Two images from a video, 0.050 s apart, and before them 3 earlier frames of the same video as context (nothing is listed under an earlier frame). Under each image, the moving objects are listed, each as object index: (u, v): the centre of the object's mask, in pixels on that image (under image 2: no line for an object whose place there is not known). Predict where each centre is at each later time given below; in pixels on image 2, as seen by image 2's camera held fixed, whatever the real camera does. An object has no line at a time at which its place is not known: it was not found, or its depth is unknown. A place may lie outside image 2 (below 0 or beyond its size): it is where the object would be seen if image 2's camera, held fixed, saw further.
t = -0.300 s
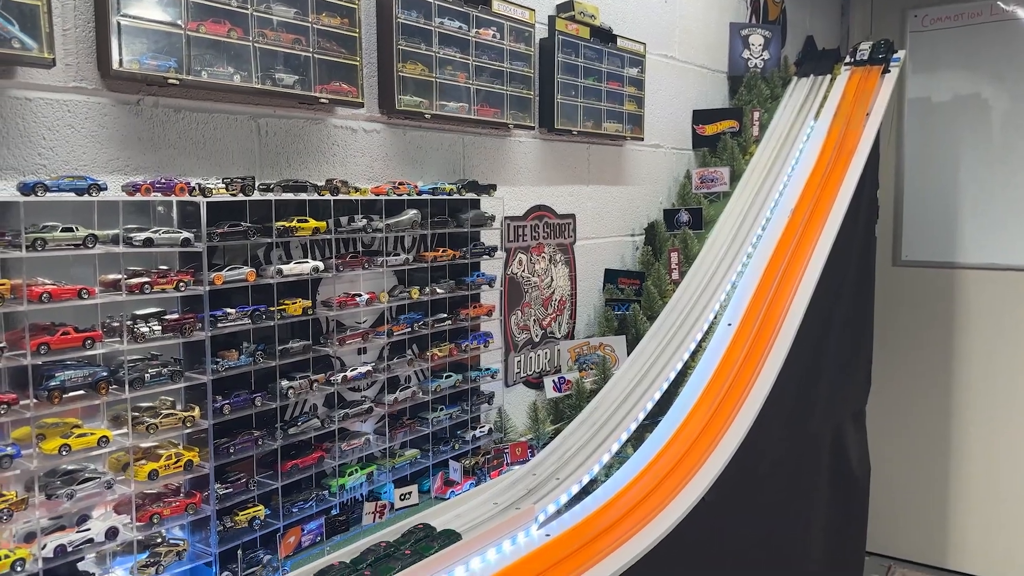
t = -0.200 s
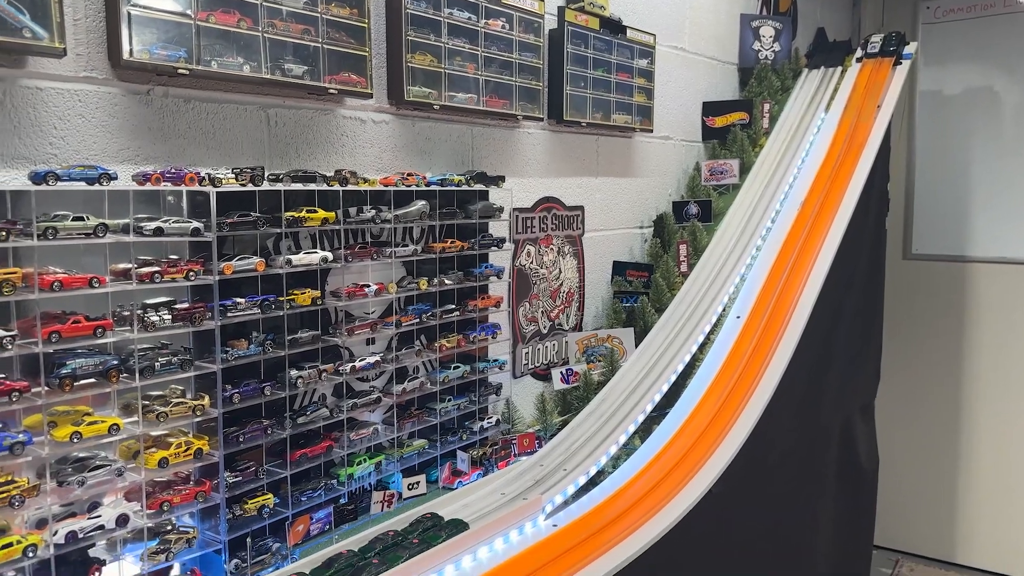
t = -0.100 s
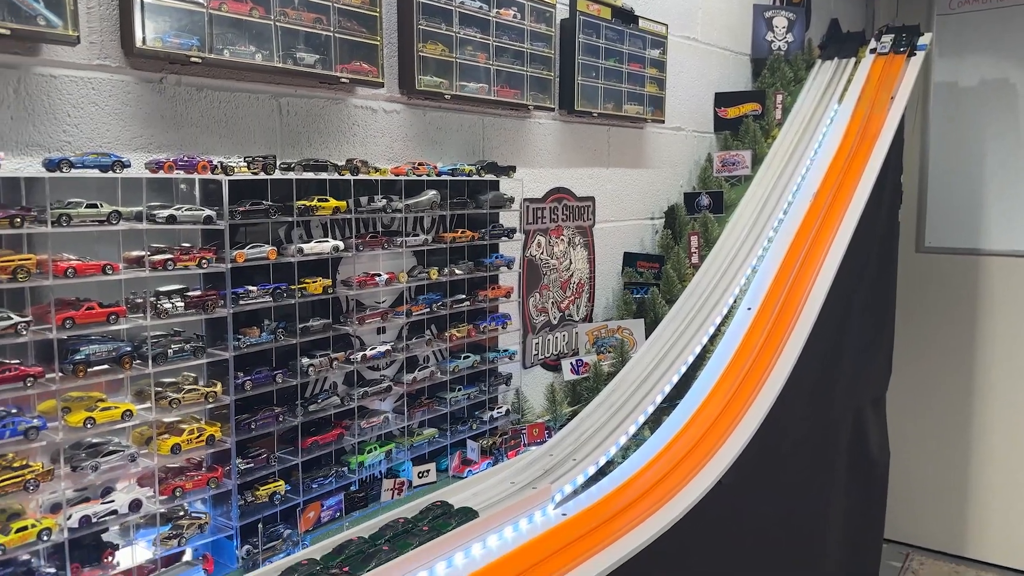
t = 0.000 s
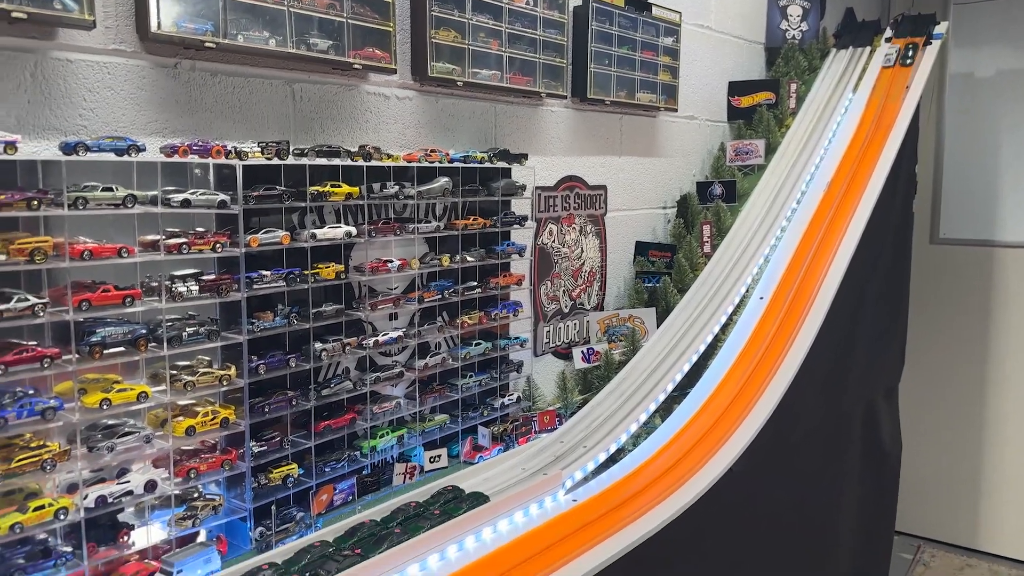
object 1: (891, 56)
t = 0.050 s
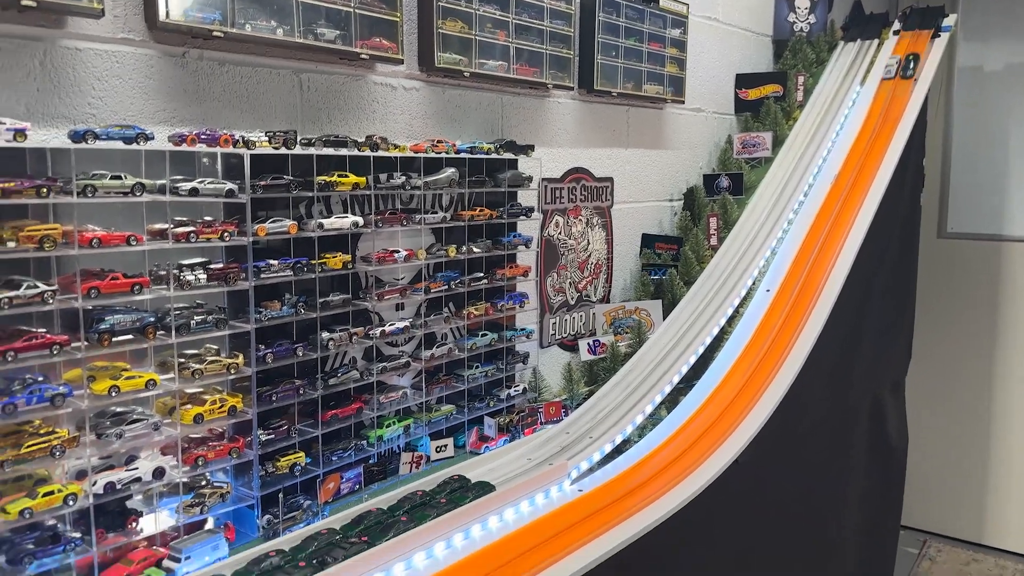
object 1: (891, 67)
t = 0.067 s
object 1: (888, 75)
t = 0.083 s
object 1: (885, 83)
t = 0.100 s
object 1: (882, 91)
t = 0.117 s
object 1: (878, 100)
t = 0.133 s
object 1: (875, 110)
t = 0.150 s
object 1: (871, 120)
